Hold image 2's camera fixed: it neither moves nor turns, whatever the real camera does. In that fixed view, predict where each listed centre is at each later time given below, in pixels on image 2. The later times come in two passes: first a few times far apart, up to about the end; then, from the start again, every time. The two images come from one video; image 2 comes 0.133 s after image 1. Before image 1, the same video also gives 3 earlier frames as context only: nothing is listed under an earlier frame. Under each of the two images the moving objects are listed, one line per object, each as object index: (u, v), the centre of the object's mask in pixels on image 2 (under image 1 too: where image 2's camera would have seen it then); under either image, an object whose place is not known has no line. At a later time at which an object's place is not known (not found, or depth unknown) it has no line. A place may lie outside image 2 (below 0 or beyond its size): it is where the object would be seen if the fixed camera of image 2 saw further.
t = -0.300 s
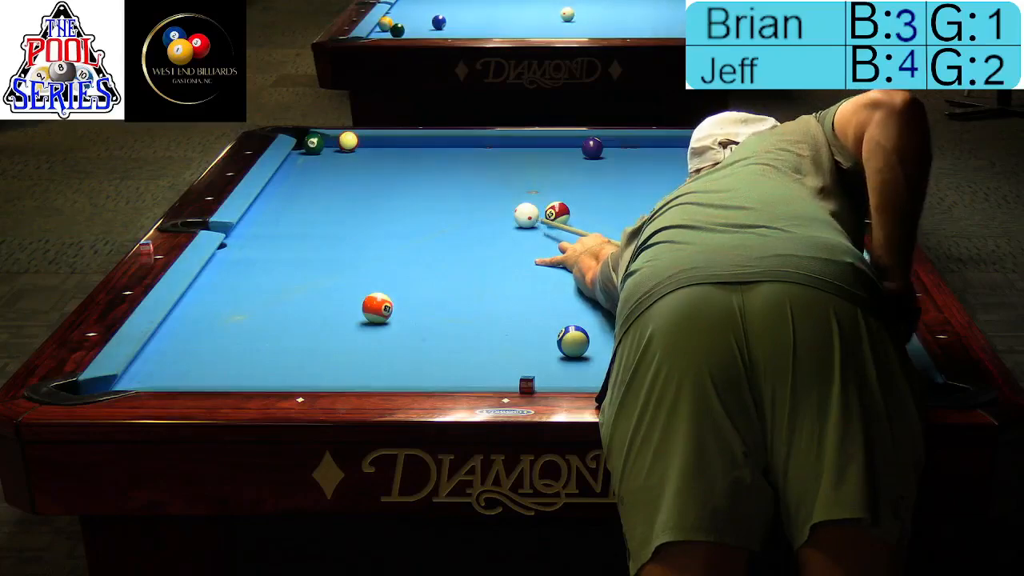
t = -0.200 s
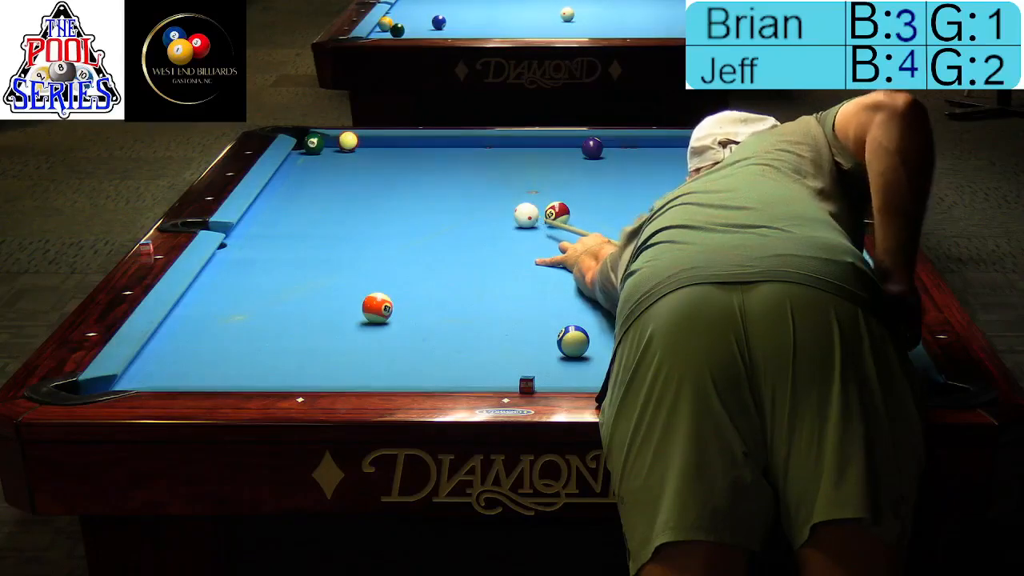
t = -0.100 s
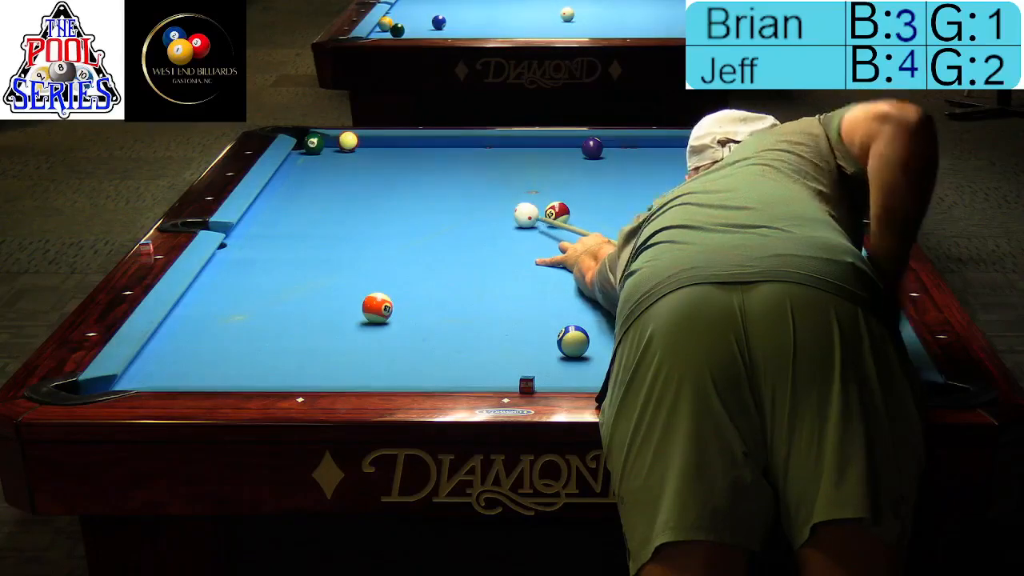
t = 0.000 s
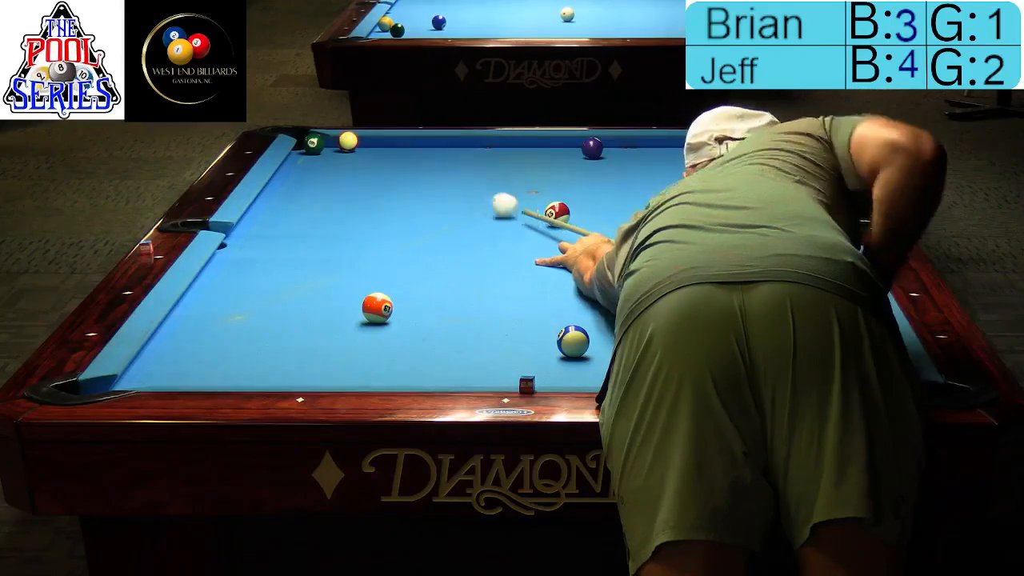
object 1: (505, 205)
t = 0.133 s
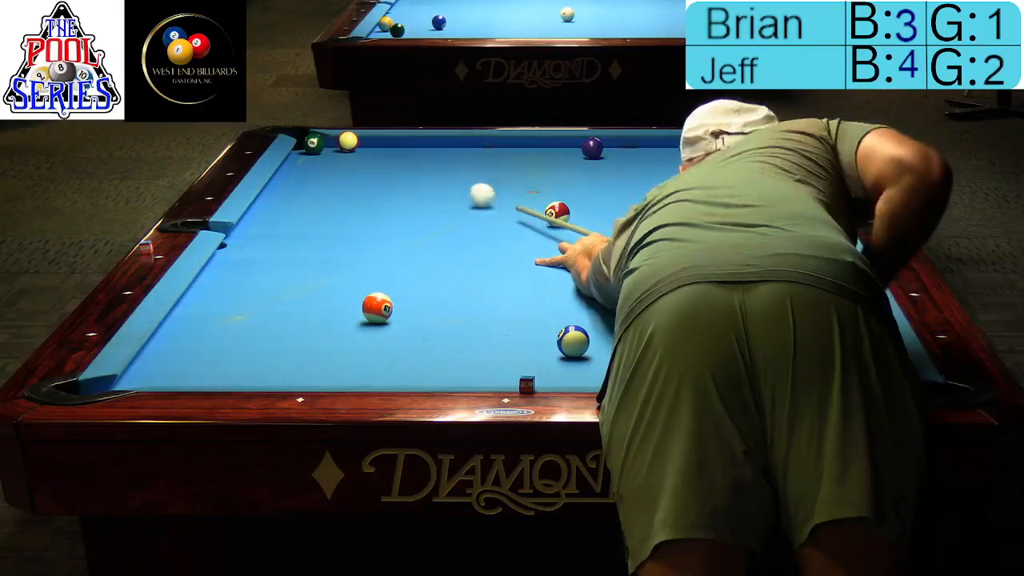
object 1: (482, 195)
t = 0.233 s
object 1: (467, 189)
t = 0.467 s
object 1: (433, 173)
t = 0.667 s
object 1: (406, 162)
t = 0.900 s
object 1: (378, 149)
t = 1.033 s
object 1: (367, 143)
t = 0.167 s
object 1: (477, 193)
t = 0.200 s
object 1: (472, 191)
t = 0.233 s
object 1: (467, 189)
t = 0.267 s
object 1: (461, 186)
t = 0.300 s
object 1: (457, 184)
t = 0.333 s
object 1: (452, 182)
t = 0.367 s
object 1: (447, 180)
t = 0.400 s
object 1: (442, 178)
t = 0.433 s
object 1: (437, 176)
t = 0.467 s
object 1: (433, 173)
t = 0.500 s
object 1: (428, 171)
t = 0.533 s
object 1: (423, 170)
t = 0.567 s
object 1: (419, 167)
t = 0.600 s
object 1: (415, 166)
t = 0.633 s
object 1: (410, 164)
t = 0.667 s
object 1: (406, 162)
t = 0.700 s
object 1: (402, 160)
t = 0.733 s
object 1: (398, 158)
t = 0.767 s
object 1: (394, 156)
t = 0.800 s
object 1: (390, 154)
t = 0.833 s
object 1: (386, 152)
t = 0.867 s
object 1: (382, 151)
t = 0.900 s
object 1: (378, 149)
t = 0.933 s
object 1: (374, 147)
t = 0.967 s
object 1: (371, 146)
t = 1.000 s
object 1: (367, 144)
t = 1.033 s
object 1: (367, 143)
